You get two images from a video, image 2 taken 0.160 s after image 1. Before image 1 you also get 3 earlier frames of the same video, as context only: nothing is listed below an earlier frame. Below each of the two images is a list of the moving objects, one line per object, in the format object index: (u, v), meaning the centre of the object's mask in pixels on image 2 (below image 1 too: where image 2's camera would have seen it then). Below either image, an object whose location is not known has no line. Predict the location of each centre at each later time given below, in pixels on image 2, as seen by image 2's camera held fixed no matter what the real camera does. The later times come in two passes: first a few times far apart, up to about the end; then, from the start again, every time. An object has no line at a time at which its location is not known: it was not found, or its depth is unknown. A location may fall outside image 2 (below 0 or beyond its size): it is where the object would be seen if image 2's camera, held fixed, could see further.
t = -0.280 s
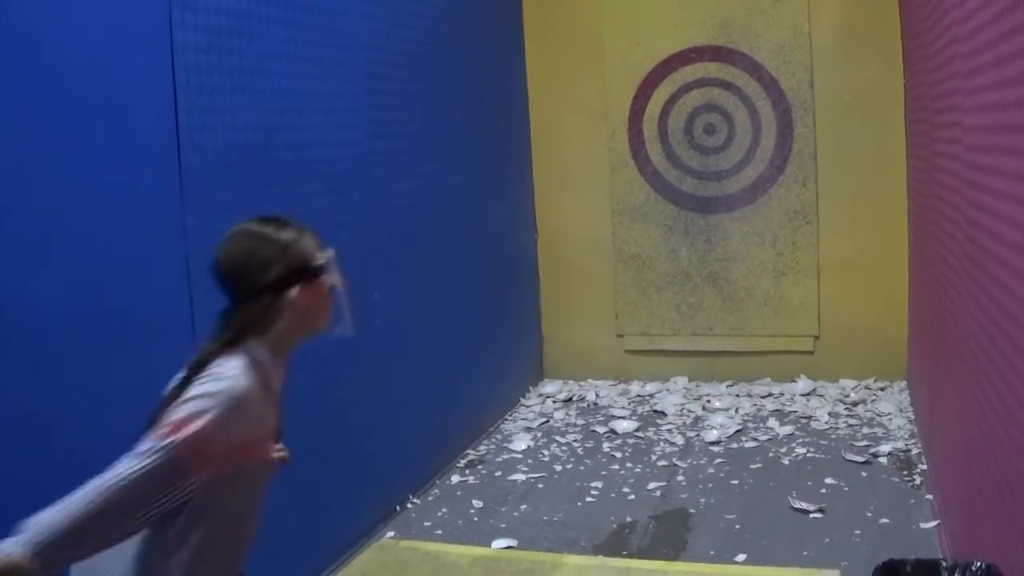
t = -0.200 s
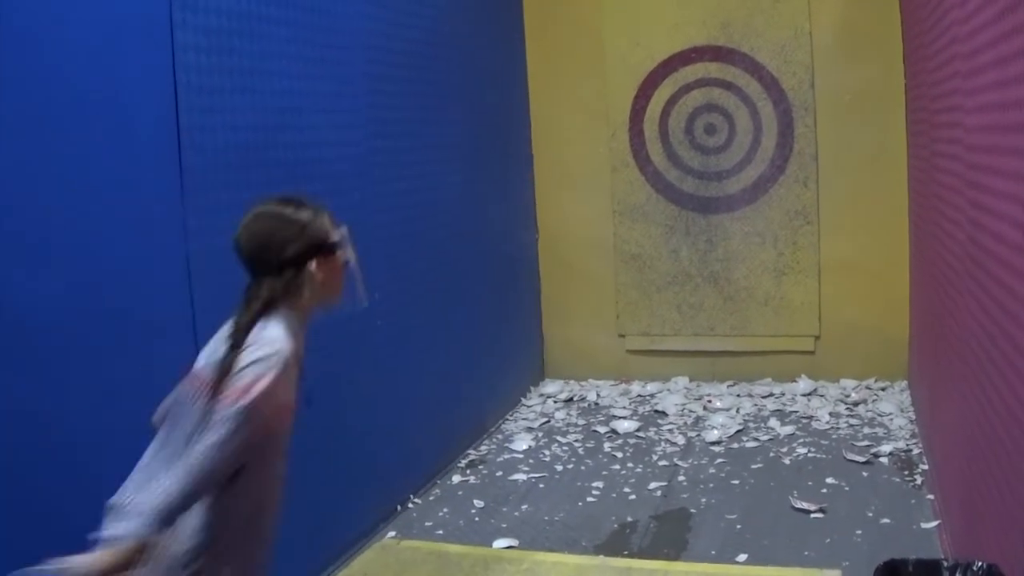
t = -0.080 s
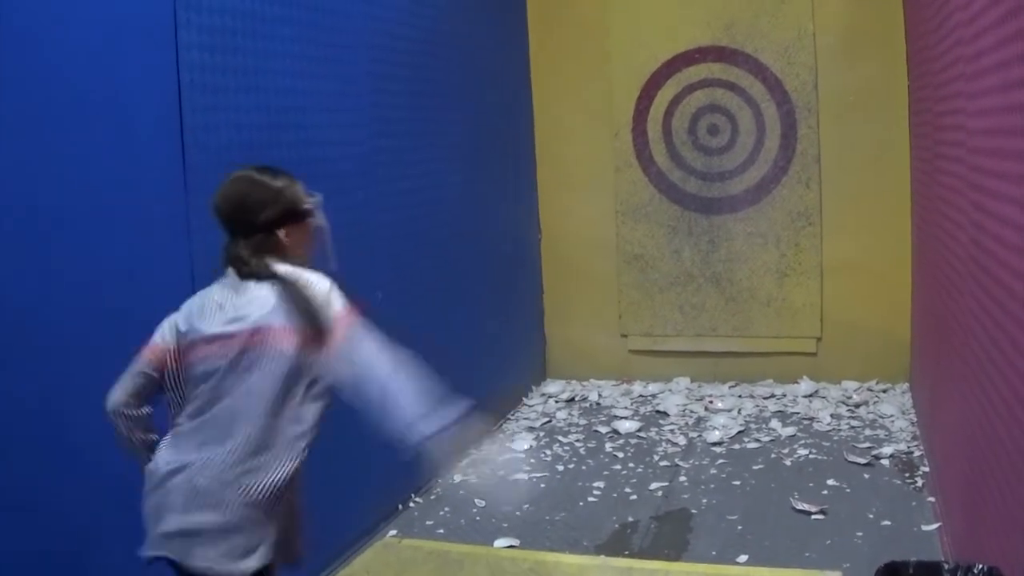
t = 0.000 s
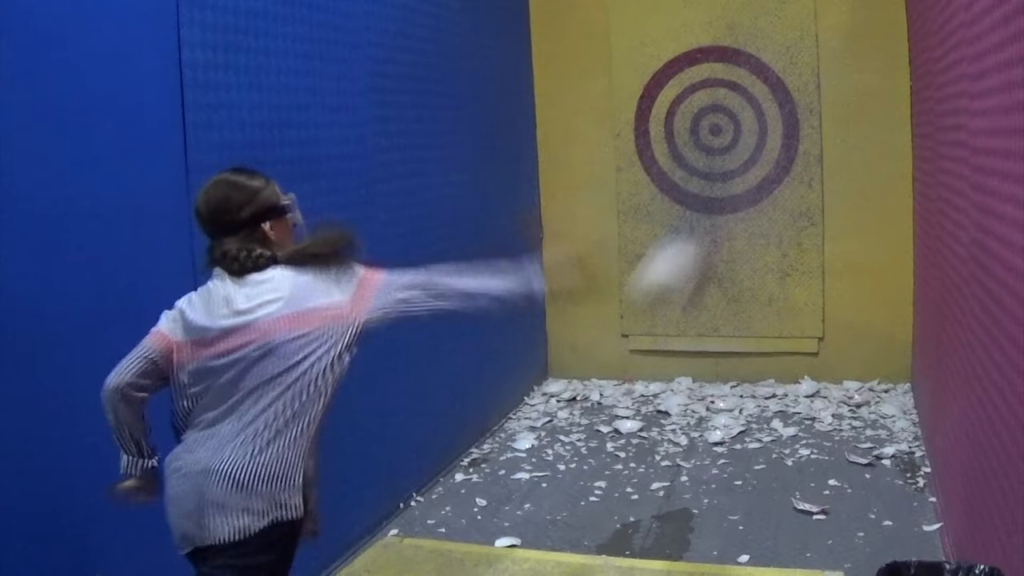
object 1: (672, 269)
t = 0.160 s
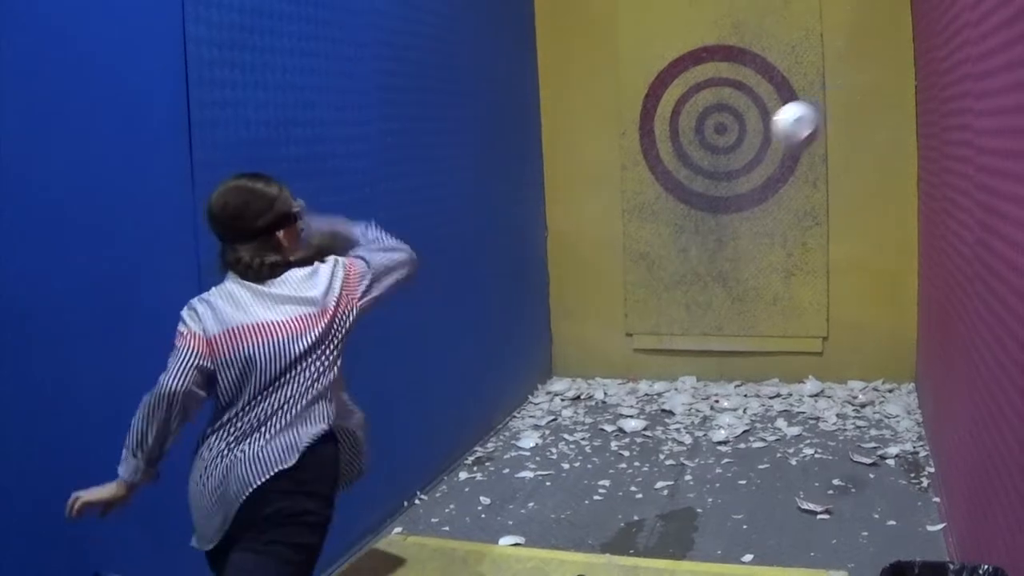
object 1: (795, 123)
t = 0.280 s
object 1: (855, 104)
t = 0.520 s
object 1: (900, 148)
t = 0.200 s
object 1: (817, 114)
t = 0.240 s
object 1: (837, 107)
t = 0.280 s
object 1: (855, 104)
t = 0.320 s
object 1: (870, 104)
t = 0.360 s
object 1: (883, 107)
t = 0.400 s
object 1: (893, 113)
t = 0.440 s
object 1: (902, 122)
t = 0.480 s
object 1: (902, 137)
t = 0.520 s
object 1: (900, 148)
